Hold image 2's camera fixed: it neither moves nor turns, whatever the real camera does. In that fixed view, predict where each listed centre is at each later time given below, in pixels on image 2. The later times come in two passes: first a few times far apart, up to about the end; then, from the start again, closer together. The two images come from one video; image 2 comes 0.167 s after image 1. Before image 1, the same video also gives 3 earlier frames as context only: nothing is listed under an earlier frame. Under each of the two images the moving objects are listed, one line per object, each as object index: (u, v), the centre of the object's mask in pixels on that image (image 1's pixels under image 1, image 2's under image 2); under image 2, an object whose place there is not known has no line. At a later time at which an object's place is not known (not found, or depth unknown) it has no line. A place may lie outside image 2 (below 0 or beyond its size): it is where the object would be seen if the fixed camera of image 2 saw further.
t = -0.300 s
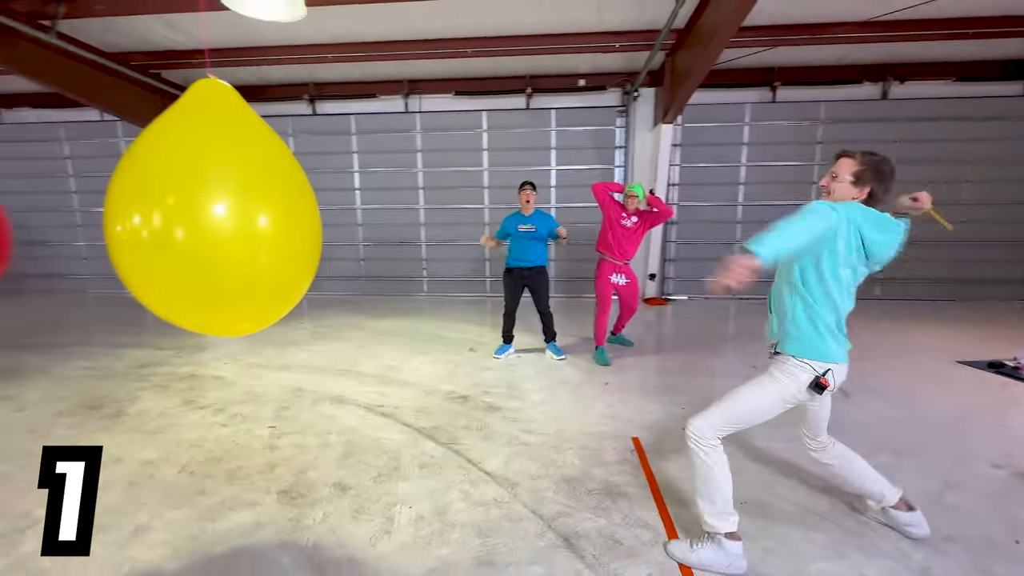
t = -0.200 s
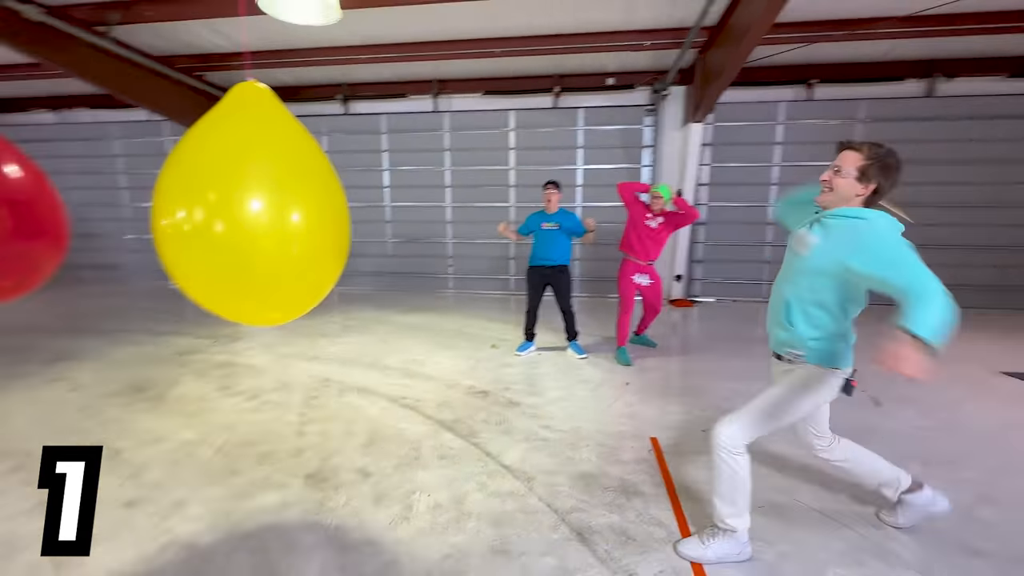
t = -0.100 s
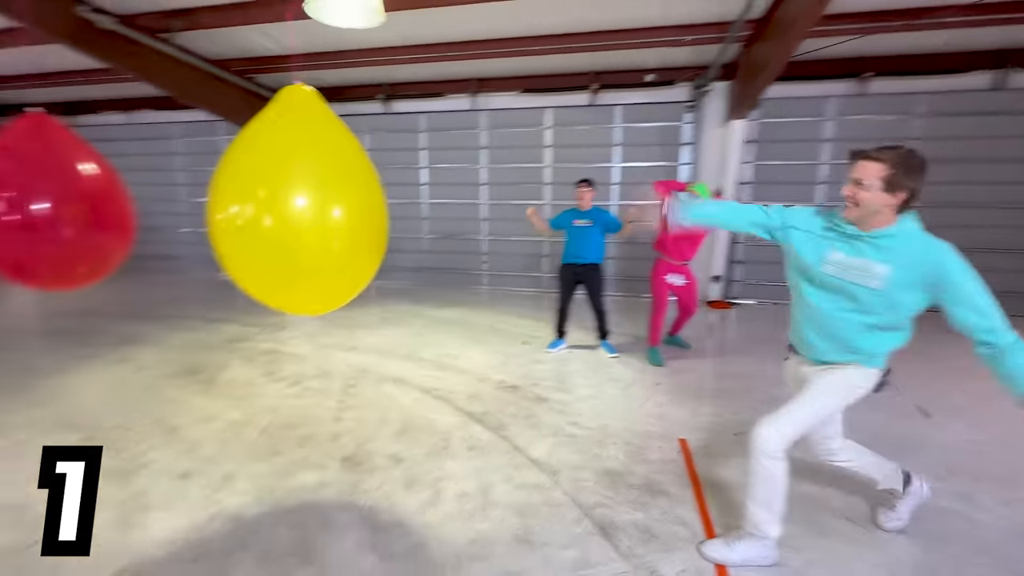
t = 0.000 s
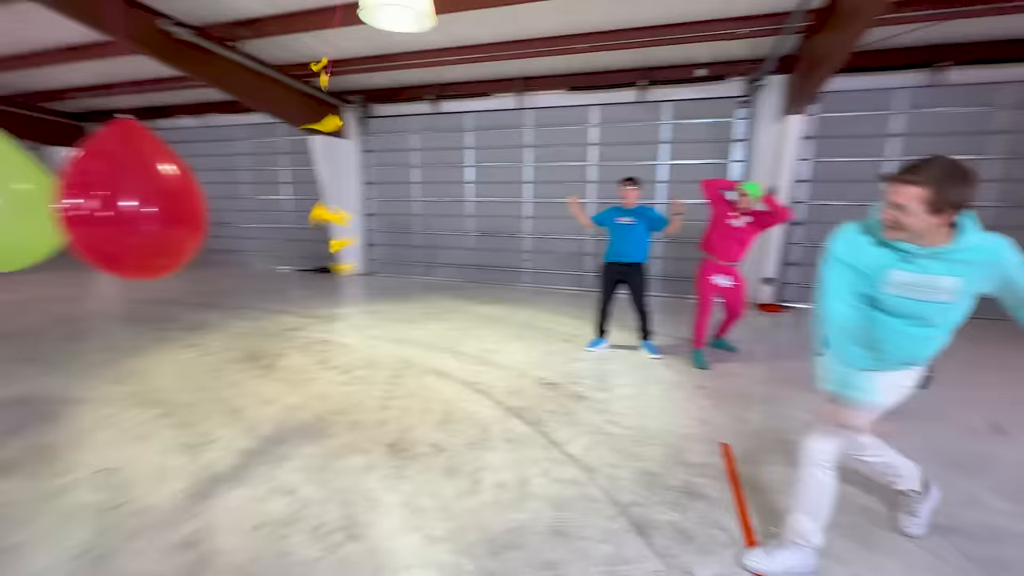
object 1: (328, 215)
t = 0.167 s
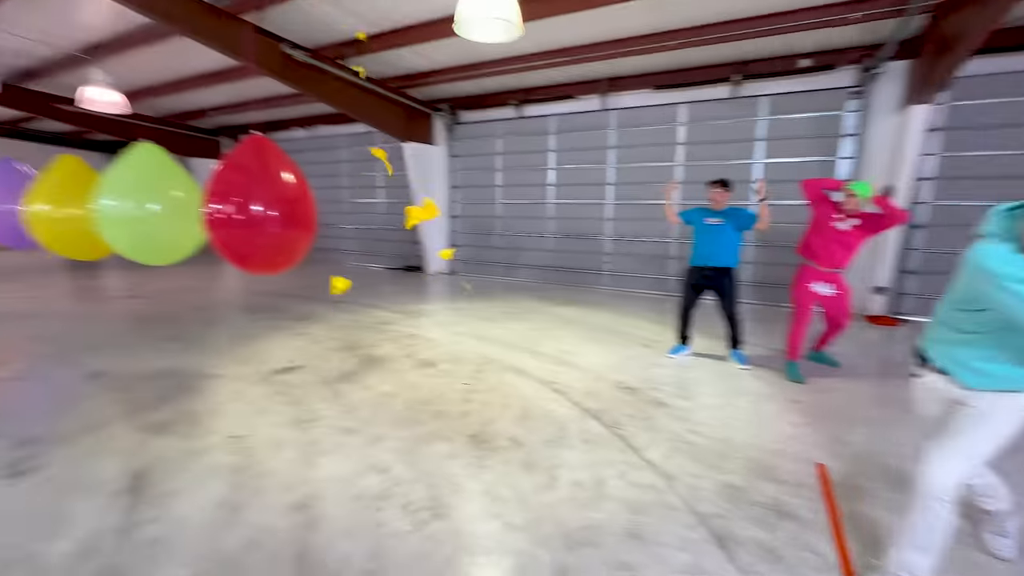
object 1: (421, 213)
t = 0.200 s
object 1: (422, 215)
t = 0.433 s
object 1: (444, 252)
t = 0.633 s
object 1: (451, 293)
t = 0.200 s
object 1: (422, 215)
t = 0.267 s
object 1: (427, 222)
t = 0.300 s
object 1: (431, 228)
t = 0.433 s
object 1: (444, 252)
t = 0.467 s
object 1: (444, 257)
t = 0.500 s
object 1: (445, 264)
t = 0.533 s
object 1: (446, 271)
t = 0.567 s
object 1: (447, 279)
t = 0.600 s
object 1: (449, 286)
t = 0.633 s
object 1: (451, 293)
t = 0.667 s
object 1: (453, 300)
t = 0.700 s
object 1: (454, 308)
